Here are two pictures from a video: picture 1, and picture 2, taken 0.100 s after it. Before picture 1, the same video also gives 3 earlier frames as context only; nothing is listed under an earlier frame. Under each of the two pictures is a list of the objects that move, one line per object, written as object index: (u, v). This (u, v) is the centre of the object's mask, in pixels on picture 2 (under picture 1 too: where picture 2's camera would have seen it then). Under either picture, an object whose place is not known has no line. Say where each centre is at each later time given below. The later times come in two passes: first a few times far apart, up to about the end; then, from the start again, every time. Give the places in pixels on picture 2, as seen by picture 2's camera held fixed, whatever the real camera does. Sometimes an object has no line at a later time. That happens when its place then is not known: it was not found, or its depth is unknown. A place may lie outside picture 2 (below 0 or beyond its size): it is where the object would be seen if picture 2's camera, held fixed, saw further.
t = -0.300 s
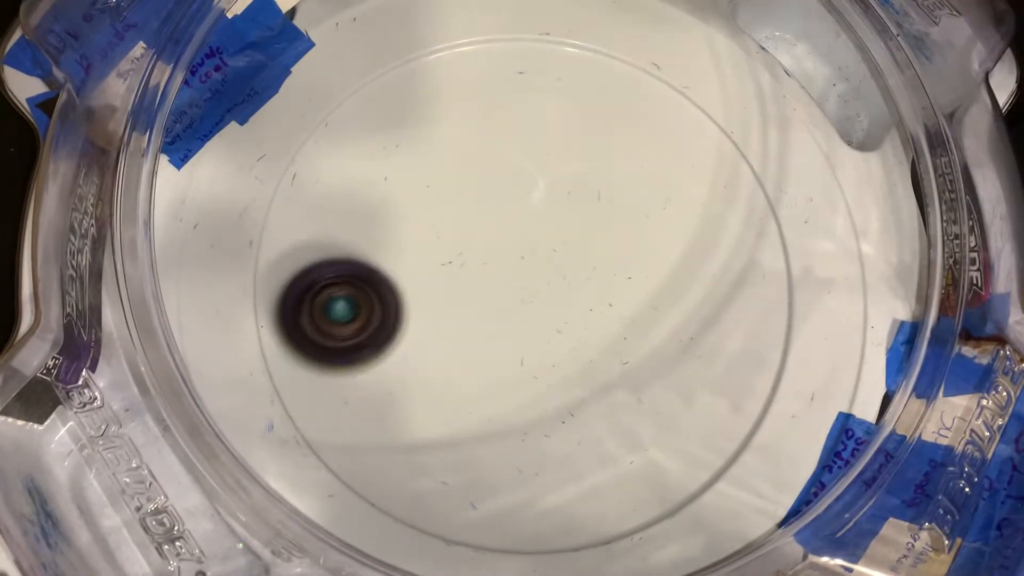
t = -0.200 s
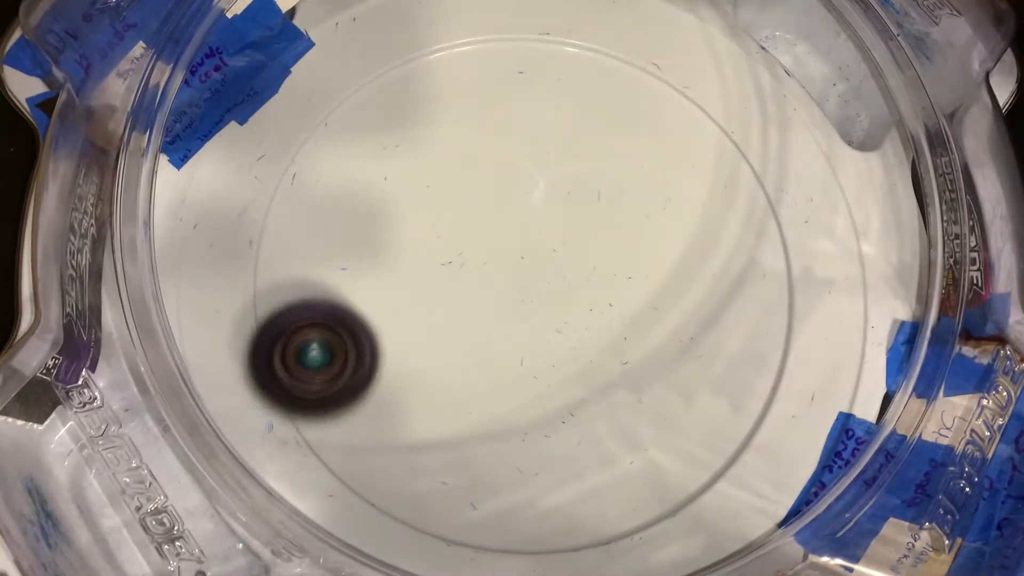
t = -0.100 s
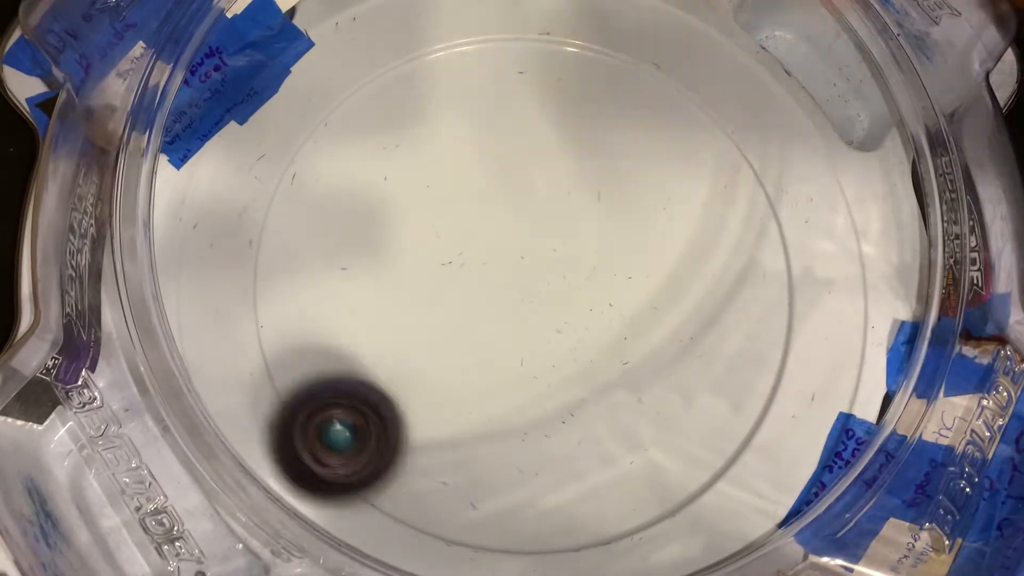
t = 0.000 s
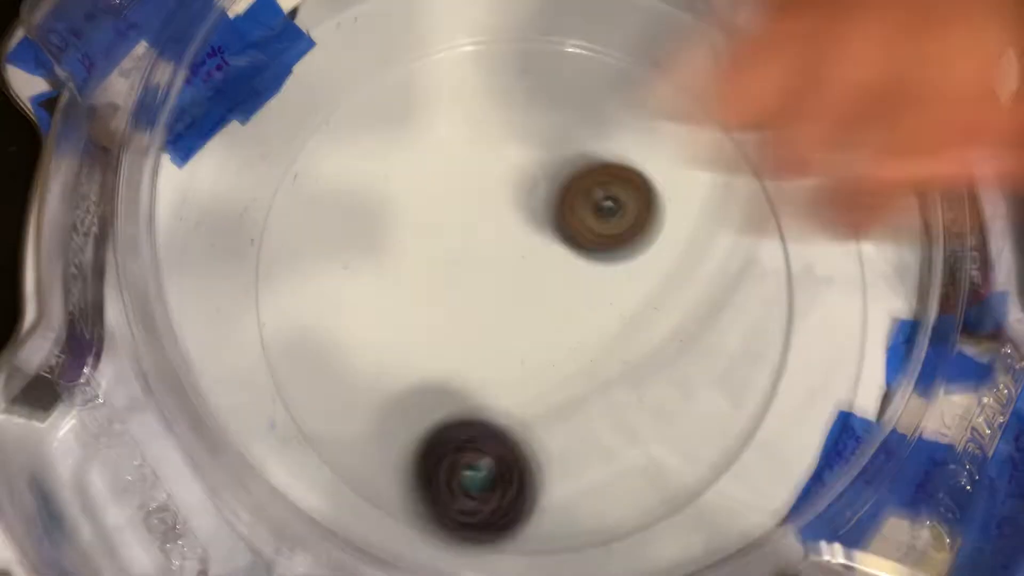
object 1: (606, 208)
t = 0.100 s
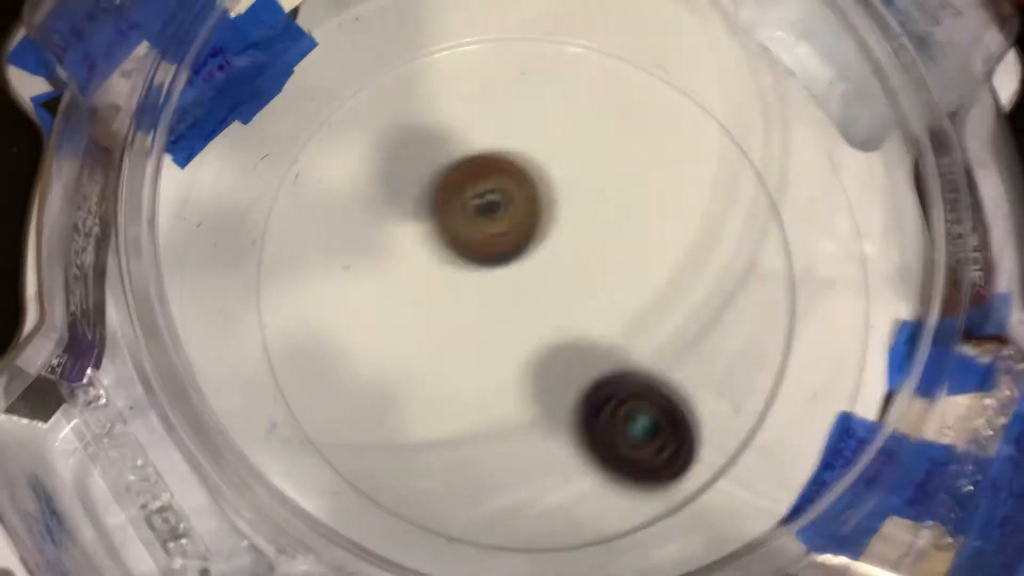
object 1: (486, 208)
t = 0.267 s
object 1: (324, 319)
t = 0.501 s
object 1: (403, 440)
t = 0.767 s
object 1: (709, 429)
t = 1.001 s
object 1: (604, 164)
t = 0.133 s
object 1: (441, 229)
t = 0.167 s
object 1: (398, 259)
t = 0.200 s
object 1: (360, 292)
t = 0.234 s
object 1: (341, 302)
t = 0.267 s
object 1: (324, 319)
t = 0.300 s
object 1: (311, 344)
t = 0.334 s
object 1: (309, 360)
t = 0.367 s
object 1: (314, 378)
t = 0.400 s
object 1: (325, 396)
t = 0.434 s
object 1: (344, 413)
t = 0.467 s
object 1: (371, 428)
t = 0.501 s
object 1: (403, 440)
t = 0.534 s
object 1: (439, 452)
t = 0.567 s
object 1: (480, 461)
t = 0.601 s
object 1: (521, 466)
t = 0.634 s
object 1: (563, 469)
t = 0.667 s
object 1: (604, 469)
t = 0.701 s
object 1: (643, 465)
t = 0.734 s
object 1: (679, 452)
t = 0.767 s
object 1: (709, 429)
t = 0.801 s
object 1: (728, 399)
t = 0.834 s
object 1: (735, 362)
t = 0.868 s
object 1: (729, 319)
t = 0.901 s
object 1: (713, 279)
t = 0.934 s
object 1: (688, 239)
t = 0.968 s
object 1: (649, 199)
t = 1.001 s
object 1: (604, 164)
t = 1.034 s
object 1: (559, 133)
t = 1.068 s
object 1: (513, 112)
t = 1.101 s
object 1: (437, 105)
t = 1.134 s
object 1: (334, 110)
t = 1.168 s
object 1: (221, 127)
